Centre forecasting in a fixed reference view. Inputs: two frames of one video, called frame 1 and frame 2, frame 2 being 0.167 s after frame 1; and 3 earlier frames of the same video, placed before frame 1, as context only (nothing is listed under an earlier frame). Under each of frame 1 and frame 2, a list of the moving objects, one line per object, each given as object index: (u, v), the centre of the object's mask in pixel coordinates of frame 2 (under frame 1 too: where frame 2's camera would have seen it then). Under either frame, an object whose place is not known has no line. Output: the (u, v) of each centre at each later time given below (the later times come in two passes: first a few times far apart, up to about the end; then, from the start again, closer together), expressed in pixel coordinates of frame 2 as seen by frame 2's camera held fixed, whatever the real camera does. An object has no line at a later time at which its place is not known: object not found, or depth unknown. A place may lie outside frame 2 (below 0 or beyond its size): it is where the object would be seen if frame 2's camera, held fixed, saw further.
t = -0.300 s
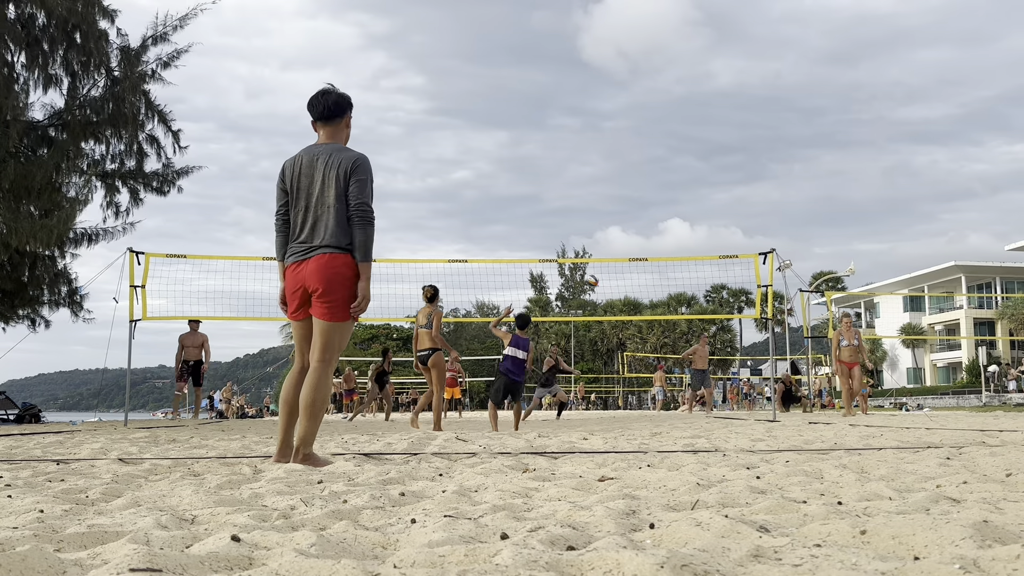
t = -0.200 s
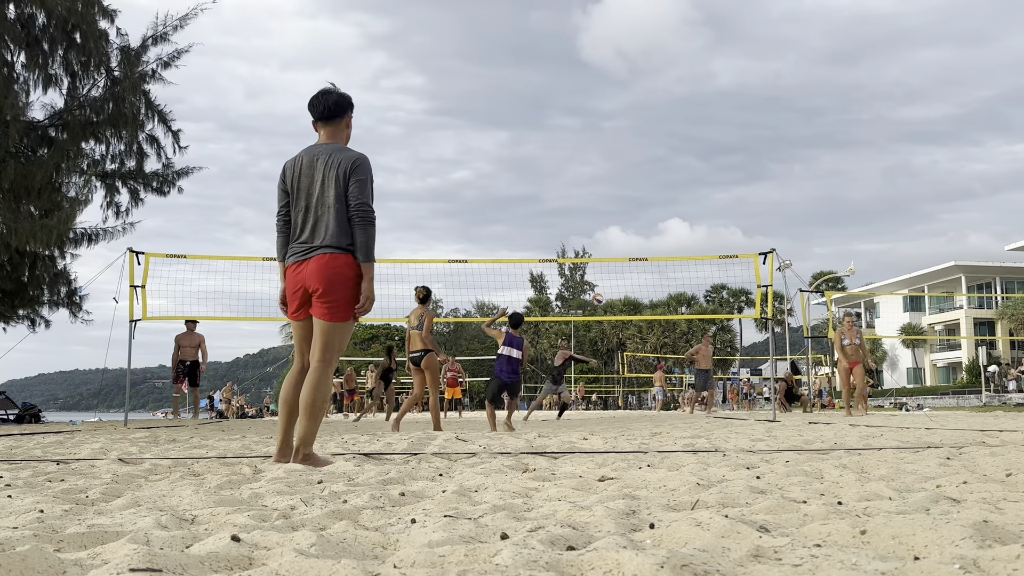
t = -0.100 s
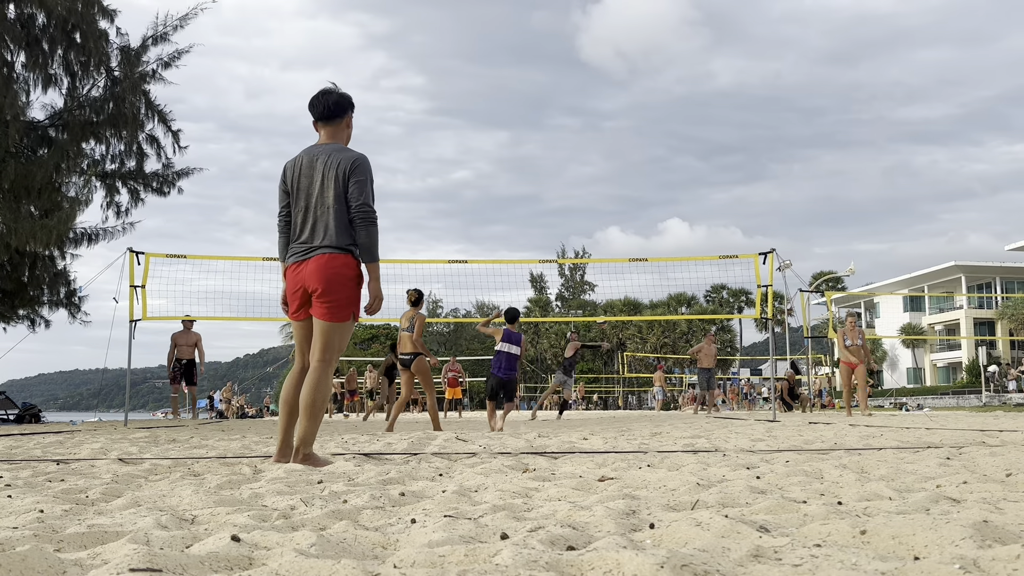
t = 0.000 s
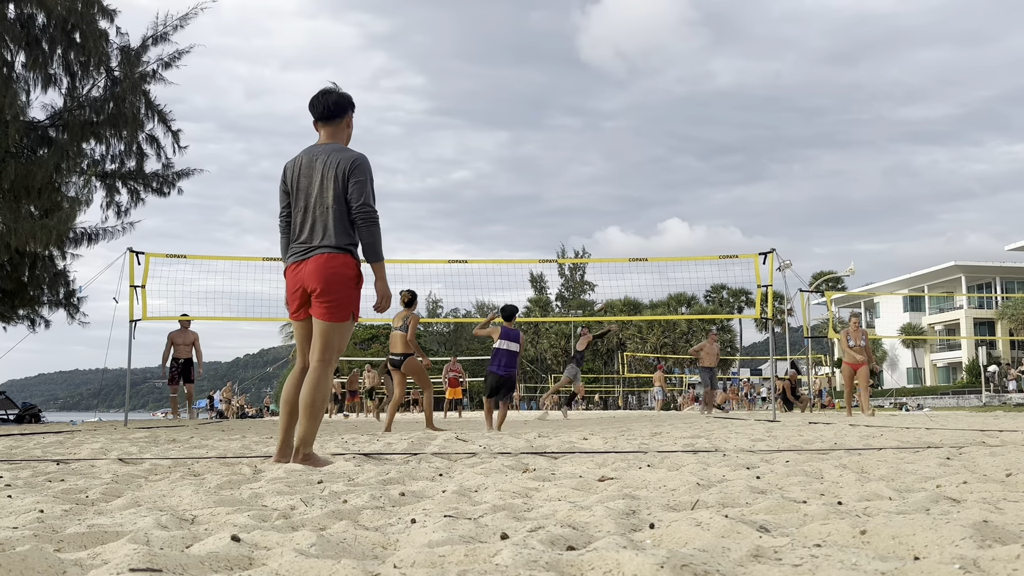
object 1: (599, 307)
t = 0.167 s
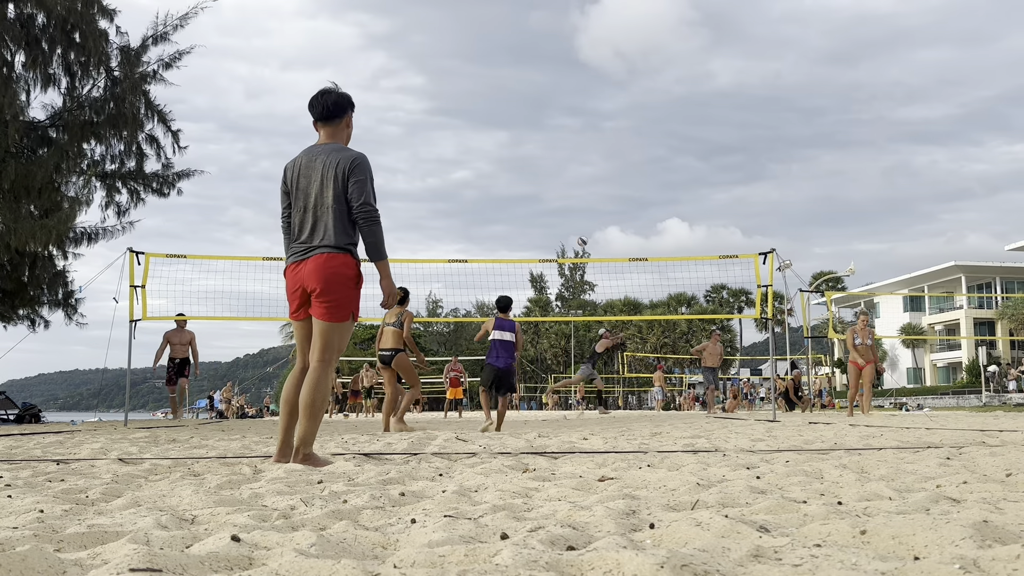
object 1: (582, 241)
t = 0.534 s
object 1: (549, 150)
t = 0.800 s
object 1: (524, 125)
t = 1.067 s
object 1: (499, 132)
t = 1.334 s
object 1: (475, 169)
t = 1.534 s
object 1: (457, 216)
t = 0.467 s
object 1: (555, 162)
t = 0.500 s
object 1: (552, 156)
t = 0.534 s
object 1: (549, 150)
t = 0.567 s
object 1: (545, 145)
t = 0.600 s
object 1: (542, 141)
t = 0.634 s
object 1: (539, 137)
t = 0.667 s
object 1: (536, 134)
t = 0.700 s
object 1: (533, 131)
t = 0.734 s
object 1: (530, 129)
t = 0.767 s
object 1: (527, 127)
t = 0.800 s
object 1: (524, 125)
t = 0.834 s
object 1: (521, 124)
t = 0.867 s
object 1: (517, 124)
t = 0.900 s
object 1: (514, 125)
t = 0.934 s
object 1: (511, 125)
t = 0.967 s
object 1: (508, 126)
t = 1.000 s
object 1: (505, 127)
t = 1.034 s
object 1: (502, 130)
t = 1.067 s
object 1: (499, 132)
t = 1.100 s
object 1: (496, 135)
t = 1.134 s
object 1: (493, 139)
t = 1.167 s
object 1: (490, 142)
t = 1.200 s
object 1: (487, 147)
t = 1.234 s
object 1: (484, 152)
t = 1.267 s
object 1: (481, 157)
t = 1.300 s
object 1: (478, 163)
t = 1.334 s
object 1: (475, 169)
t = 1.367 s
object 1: (472, 176)
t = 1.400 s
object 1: (469, 183)
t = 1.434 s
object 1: (466, 190)
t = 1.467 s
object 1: (463, 198)
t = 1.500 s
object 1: (460, 207)
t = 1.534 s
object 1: (457, 216)
